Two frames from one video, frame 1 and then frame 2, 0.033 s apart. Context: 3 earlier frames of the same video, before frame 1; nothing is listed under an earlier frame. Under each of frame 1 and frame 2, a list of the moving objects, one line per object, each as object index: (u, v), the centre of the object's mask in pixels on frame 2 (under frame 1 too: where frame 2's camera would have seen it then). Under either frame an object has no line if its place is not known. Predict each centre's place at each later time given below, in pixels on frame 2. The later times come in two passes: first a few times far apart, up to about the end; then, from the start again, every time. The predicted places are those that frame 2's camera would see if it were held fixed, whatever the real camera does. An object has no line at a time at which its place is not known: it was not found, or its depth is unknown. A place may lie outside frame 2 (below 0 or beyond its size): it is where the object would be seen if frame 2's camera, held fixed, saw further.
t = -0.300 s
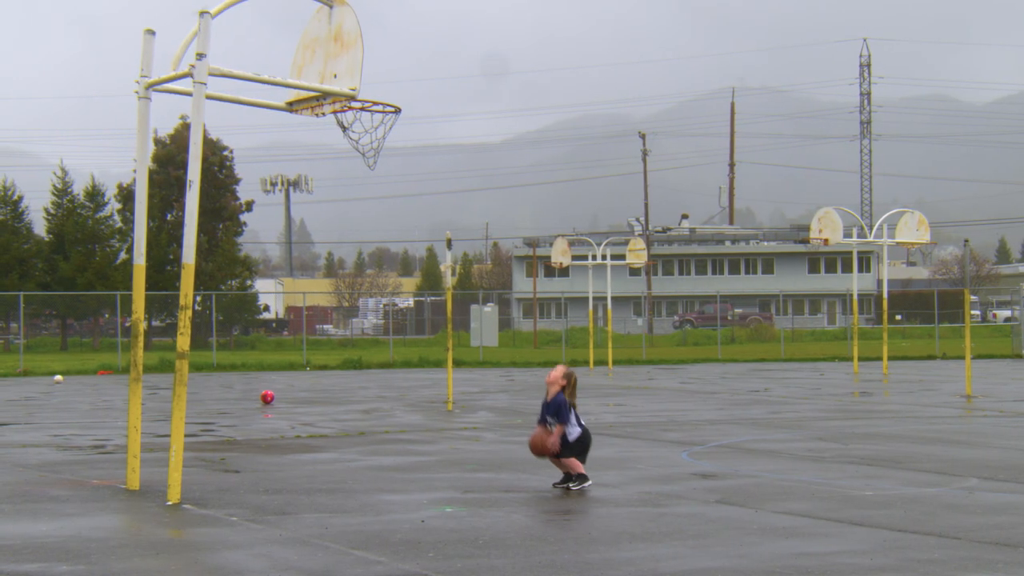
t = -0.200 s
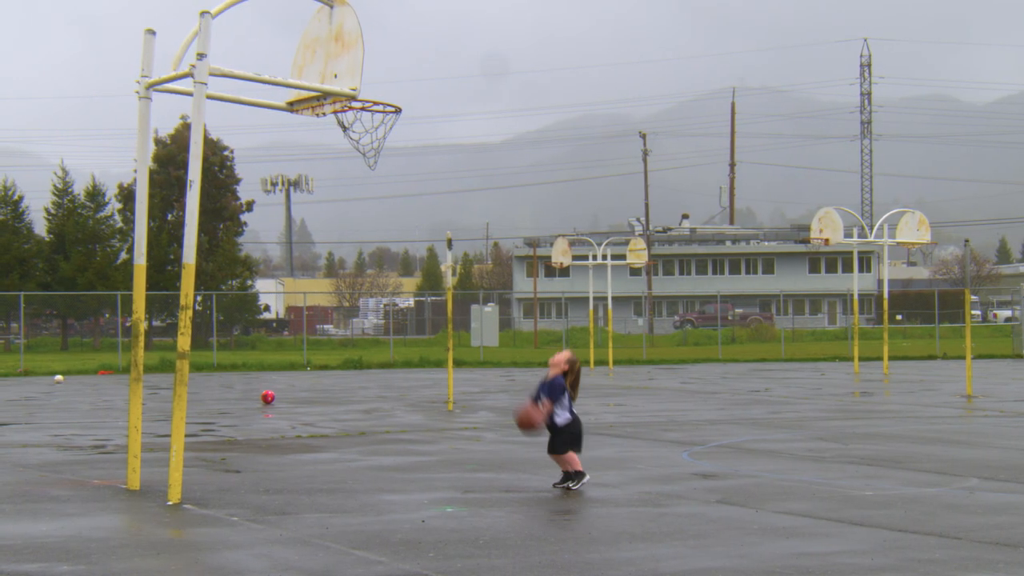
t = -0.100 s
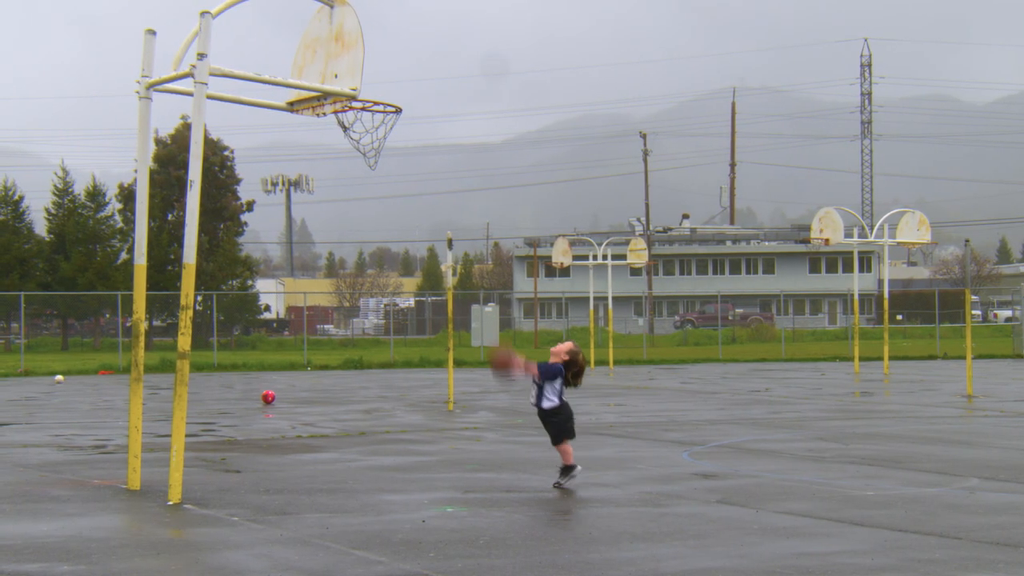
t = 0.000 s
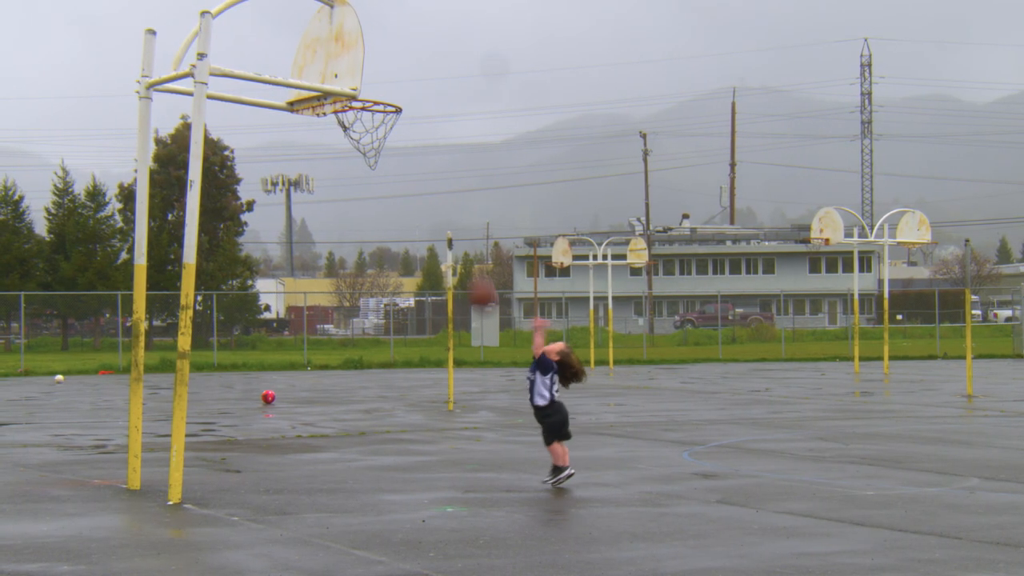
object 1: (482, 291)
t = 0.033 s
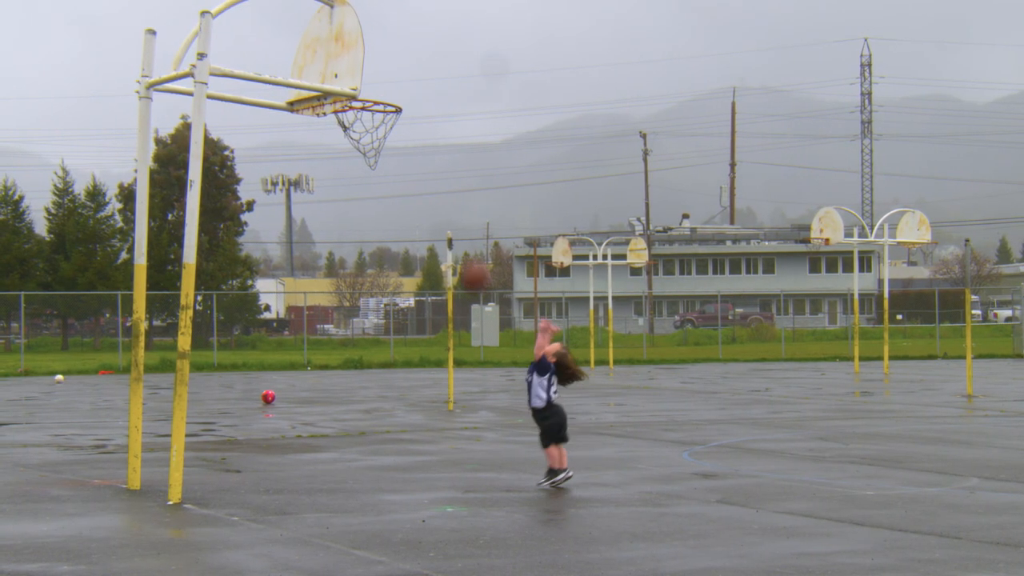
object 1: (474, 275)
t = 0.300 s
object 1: (419, 176)
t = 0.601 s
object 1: (363, 173)
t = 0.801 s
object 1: (329, 233)
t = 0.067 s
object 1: (467, 256)
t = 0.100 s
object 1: (460, 240)
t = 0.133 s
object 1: (453, 227)
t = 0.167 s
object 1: (446, 214)
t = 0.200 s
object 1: (440, 202)
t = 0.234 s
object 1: (433, 192)
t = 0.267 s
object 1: (426, 184)
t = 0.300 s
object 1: (419, 176)
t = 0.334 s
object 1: (413, 171)
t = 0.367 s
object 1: (407, 166)
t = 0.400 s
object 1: (400, 163)
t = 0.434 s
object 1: (394, 162)
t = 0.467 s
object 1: (387, 161)
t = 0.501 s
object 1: (381, 162)
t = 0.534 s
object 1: (375, 165)
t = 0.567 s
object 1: (369, 168)
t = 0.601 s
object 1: (363, 173)
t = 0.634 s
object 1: (358, 180)
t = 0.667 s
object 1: (352, 188)
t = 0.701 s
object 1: (346, 197)
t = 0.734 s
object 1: (340, 208)
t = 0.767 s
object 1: (334, 220)
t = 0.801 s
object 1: (329, 233)
